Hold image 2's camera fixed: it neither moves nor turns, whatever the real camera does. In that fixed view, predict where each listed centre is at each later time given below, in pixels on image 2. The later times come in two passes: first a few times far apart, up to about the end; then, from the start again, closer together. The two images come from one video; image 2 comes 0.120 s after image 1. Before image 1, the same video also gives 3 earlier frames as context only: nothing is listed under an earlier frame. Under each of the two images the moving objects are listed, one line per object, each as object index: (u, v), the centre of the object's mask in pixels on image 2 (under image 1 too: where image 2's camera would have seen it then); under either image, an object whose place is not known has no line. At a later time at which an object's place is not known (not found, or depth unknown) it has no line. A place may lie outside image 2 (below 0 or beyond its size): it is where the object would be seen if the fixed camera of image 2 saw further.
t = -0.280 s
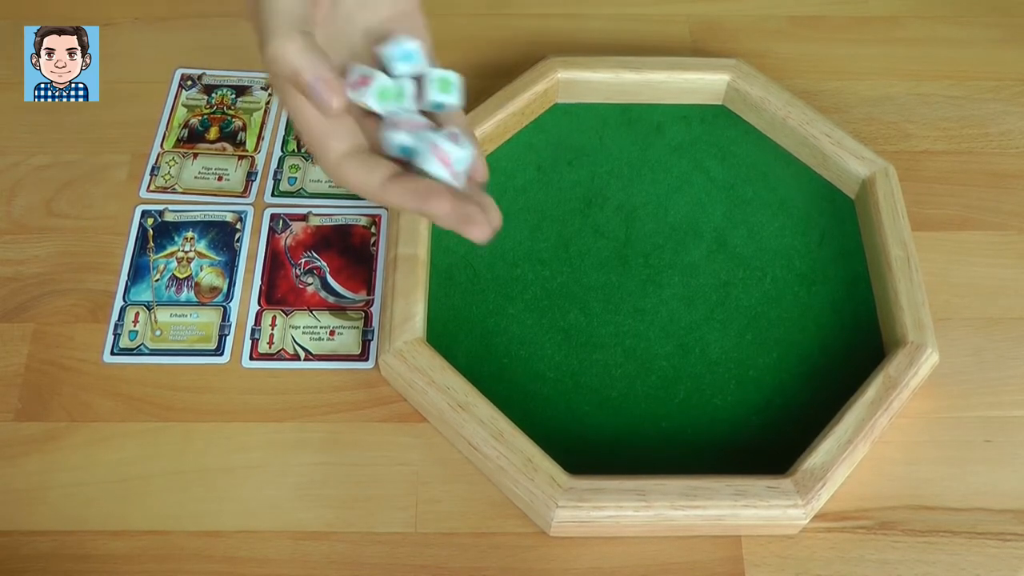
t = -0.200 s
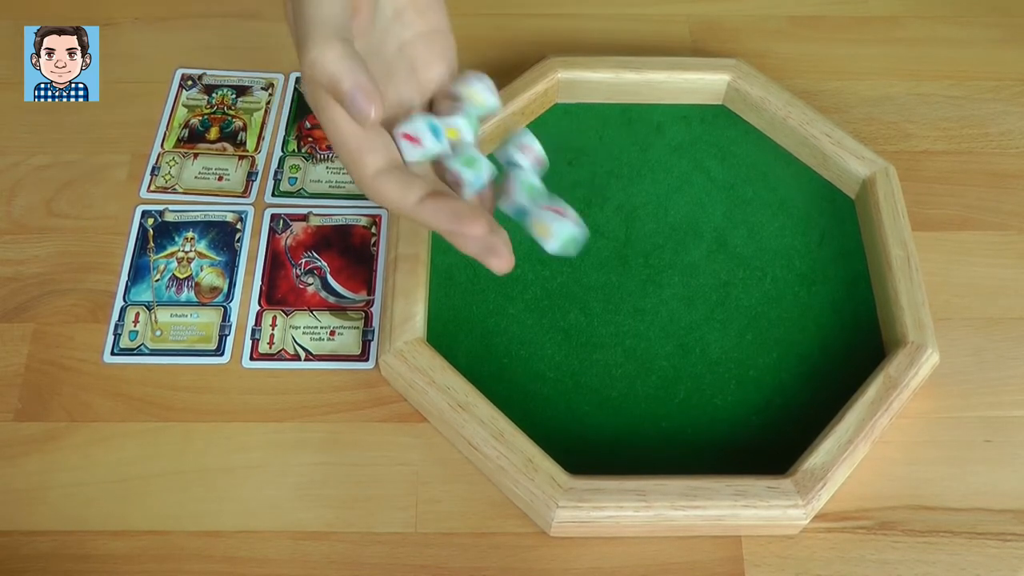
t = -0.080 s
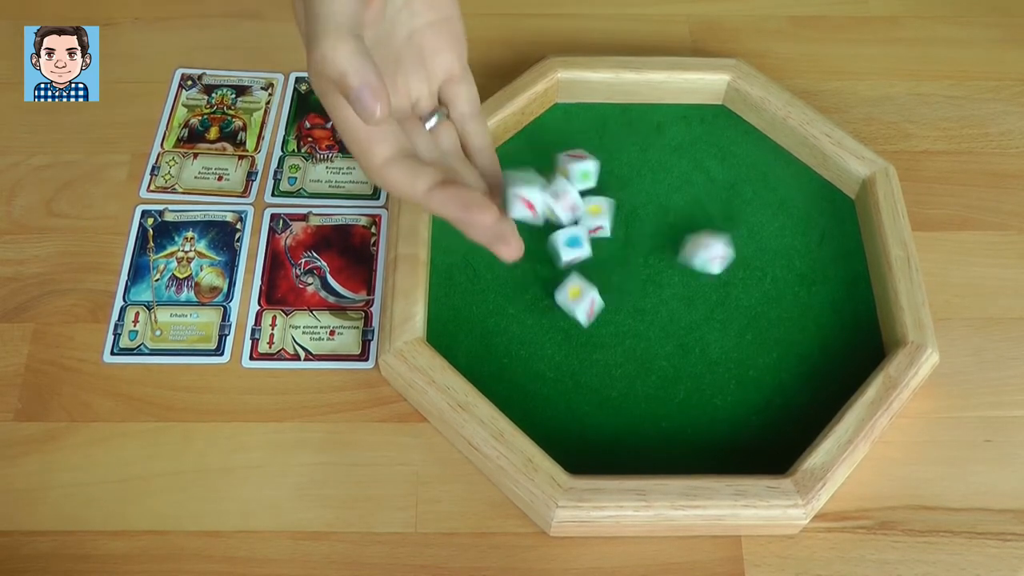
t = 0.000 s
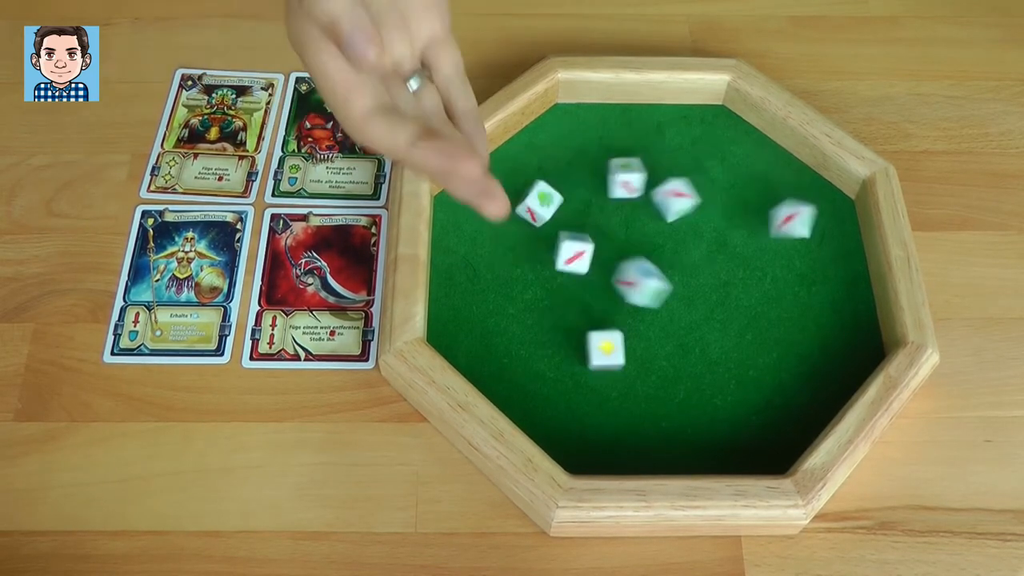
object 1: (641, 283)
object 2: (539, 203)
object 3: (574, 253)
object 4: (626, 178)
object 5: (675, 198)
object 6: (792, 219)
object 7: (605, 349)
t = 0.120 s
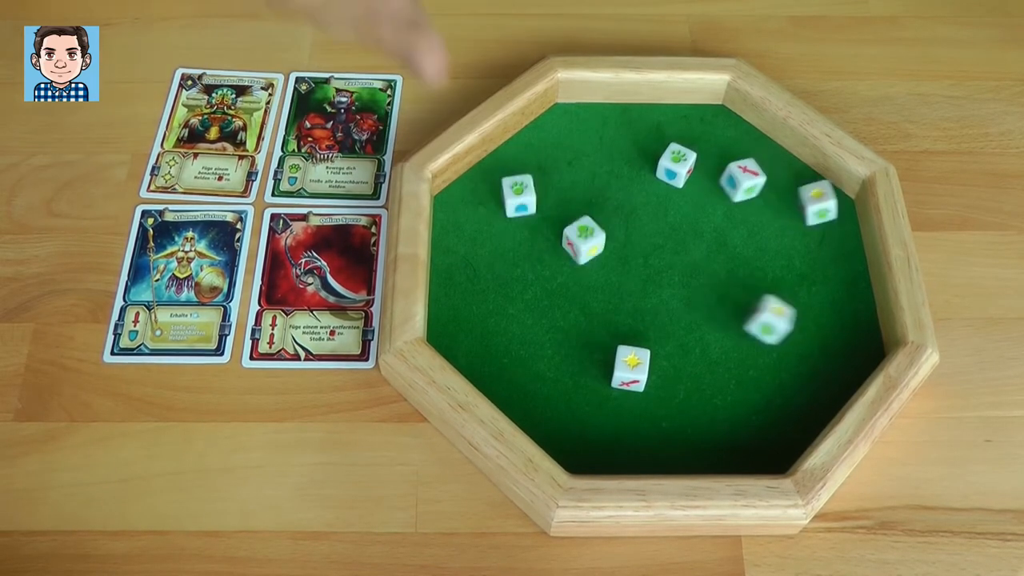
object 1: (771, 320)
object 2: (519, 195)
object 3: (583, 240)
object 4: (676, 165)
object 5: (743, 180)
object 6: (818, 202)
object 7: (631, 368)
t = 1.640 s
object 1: (837, 335)
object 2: (517, 188)
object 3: (586, 235)
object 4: (677, 164)
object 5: (752, 176)
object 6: (793, 204)
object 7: (631, 368)
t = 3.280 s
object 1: (837, 335)
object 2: (517, 188)
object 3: (586, 235)
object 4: (678, 164)
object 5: (753, 176)
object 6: (794, 204)
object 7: (631, 368)
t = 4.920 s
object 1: (837, 335)
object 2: (517, 189)
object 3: (586, 235)
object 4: (677, 164)
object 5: (752, 177)
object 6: (793, 204)
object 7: (631, 368)
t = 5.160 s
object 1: (837, 335)
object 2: (517, 189)
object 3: (586, 235)
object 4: (677, 164)
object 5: (752, 176)
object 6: (793, 204)
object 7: (631, 368)
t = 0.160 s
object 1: (799, 323)
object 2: (517, 190)
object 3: (585, 235)
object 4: (678, 164)
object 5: (751, 178)
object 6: (804, 206)
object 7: (631, 368)
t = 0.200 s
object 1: (819, 328)
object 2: (517, 189)
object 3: (586, 235)
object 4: (677, 165)
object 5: (752, 177)
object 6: (796, 206)
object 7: (631, 368)
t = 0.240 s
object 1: (832, 330)
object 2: (517, 188)
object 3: (586, 235)
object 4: (677, 164)
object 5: (752, 176)
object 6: (793, 204)
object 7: (631, 368)
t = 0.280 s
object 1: (837, 334)
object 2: (517, 188)
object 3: (586, 234)
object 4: (677, 164)
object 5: (752, 176)
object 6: (793, 204)
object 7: (631, 368)
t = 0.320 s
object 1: (837, 336)
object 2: (517, 188)
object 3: (586, 235)
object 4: (678, 164)
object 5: (753, 176)
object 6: (793, 204)
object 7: (631, 368)
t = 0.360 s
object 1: (837, 335)
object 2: (517, 189)
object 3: (586, 235)
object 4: (678, 164)
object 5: (752, 176)
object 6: (793, 204)
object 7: (631, 368)
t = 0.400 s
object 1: (837, 335)
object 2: (517, 189)
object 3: (586, 235)
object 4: (677, 165)
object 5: (752, 177)
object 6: (793, 204)
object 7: (631, 368)
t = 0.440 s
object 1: (837, 335)
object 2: (517, 188)
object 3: (586, 235)
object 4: (677, 164)
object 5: (752, 176)
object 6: (793, 204)
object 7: (631, 368)
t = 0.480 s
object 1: (837, 335)
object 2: (517, 188)
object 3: (586, 235)
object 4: (678, 164)
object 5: (753, 176)
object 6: (793, 204)
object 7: (631, 368)
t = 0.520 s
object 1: (837, 335)
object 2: (517, 188)
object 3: (586, 235)
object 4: (678, 164)
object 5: (753, 176)
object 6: (793, 204)
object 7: (631, 368)
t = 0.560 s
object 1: (837, 335)
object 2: (517, 189)
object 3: (586, 235)
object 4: (677, 164)
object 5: (752, 177)
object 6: (793, 204)
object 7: (631, 368)
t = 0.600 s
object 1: (837, 335)
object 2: (517, 188)
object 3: (586, 234)
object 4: (677, 164)
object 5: (752, 176)
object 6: (793, 204)
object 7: (631, 368)
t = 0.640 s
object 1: (837, 335)
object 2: (517, 188)
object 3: (586, 234)
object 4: (678, 164)
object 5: (752, 176)
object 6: (793, 204)
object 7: (631, 368)
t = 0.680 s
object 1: (837, 335)
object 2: (517, 188)
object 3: (586, 235)
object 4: (678, 164)
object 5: (753, 176)
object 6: (793, 204)
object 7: (631, 368)
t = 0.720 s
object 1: (837, 335)
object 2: (517, 189)
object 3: (586, 235)
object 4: (677, 164)
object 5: (752, 177)
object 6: (793, 204)
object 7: (631, 368)
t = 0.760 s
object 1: (837, 335)
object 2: (517, 188)
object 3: (586, 235)
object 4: (677, 164)
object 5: (752, 177)
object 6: (793, 204)
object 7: (631, 368)
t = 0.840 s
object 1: (837, 335)
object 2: (517, 188)
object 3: (586, 235)
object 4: (678, 164)
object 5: (753, 176)
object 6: (793, 204)
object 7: (631, 368)
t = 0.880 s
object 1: (837, 335)
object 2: (517, 188)
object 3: (586, 235)
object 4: (678, 164)
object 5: (752, 176)
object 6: (793, 204)
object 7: (630, 368)
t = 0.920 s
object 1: (837, 335)
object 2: (517, 189)
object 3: (586, 235)
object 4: (677, 164)
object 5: (752, 177)
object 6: (793, 204)
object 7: (631, 368)
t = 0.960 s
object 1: (837, 335)
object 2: (517, 188)
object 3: (586, 235)
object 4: (677, 164)
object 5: (752, 176)
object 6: (793, 204)
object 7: (630, 368)
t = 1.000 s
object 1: (837, 335)
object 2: (517, 188)
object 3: (586, 235)
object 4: (678, 164)
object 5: (753, 176)
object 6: (793, 204)
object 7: (631, 368)
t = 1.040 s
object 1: (837, 335)
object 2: (517, 188)
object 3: (586, 235)
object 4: (678, 164)
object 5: (753, 176)
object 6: (793, 204)
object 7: (631, 368)
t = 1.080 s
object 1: (837, 335)
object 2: (517, 189)
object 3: (586, 235)
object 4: (677, 164)
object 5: (752, 177)
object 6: (793, 204)
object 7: (631, 368)
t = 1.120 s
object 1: (837, 335)
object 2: (517, 188)
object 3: (586, 235)
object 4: (677, 164)
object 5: (752, 177)
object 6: (793, 204)
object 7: (631, 368)
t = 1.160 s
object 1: (837, 335)
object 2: (517, 188)
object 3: (586, 234)
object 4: (677, 164)
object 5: (752, 176)
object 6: (793, 204)
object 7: (631, 368)
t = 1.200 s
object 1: (837, 335)
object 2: (517, 188)
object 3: (586, 235)
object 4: (678, 164)
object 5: (753, 176)
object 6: (793, 204)
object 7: (631, 368)
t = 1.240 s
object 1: (837, 335)
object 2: (517, 189)
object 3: (586, 235)
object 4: (677, 164)
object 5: (752, 176)
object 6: (793, 204)
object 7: (630, 368)
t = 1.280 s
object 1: (837, 335)
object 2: (517, 189)
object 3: (586, 235)
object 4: (677, 164)
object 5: (752, 177)
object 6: (793, 204)
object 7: (631, 368)
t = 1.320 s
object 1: (837, 335)
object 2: (517, 188)
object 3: (586, 235)
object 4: (677, 164)
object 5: (752, 176)
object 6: (793, 204)
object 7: (630, 368)
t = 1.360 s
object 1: (837, 335)
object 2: (517, 188)
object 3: (586, 234)
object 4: (678, 164)
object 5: (752, 176)
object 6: (793, 204)
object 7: (631, 368)
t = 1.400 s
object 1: (837, 335)
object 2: (517, 189)
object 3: (586, 235)
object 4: (678, 164)
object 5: (752, 176)
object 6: (793, 204)
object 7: (631, 368)
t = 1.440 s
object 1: (837, 336)
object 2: (517, 189)
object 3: (586, 235)
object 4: (677, 164)
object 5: (752, 177)
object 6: (793, 204)
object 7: (631, 368)
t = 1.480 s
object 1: (837, 335)
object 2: (517, 188)
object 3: (586, 235)
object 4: (677, 164)
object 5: (752, 176)
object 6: (793, 204)
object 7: (631, 368)
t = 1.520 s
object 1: (837, 335)
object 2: (517, 188)
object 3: (586, 235)
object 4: (677, 164)
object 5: (752, 176)
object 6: (793, 204)
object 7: (631, 368)
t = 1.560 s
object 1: (837, 335)
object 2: (517, 188)
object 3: (586, 235)
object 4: (678, 164)
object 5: (753, 176)
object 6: (793, 204)
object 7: (631, 368)
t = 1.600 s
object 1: (837, 335)
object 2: (517, 189)
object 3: (586, 235)
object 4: (677, 164)
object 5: (752, 177)
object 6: (793, 204)
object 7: (631, 368)
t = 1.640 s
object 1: (837, 335)
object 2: (517, 188)
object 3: (586, 235)
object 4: (677, 164)
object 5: (752, 176)
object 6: (793, 204)
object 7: (631, 368)
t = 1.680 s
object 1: (837, 335)
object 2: (517, 188)
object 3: (586, 235)
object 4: (677, 164)
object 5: (752, 176)
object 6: (793, 204)
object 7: (631, 368)
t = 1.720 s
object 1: (837, 335)
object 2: (517, 188)
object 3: (586, 235)
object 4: (678, 164)
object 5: (753, 176)
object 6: (794, 204)
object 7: (631, 368)
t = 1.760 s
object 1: (837, 335)
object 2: (517, 189)
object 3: (586, 235)
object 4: (678, 164)
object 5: (752, 177)
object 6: (793, 204)
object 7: (630, 368)
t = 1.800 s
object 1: (837, 335)
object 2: (517, 189)
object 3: (586, 235)
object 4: (677, 164)
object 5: (752, 177)
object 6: (793, 204)
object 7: (631, 368)
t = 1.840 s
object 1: (837, 335)
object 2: (517, 189)
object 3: (586, 235)
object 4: (677, 164)
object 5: (752, 176)
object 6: (793, 204)
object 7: (631, 368)
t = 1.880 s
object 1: (837, 335)
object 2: (517, 188)
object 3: (586, 235)
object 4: (678, 164)
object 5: (753, 176)
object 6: (794, 204)
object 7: (631, 368)
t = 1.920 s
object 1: (837, 335)
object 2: (517, 189)
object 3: (586, 235)
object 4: (678, 164)
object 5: (753, 176)
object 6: (794, 204)
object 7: (631, 368)
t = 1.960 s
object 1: (837, 335)
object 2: (517, 189)
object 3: (586, 235)
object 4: (677, 164)
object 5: (752, 177)
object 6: (793, 204)
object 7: (631, 368)
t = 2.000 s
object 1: (837, 335)
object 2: (517, 188)
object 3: (586, 235)
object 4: (677, 164)
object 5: (752, 177)
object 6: (793, 204)
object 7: (630, 368)
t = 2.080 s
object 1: (837, 335)
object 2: (517, 189)
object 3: (586, 235)
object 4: (678, 164)
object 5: (753, 176)
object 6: (794, 204)
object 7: (631, 368)
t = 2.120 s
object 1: (837, 335)
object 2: (517, 189)
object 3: (586, 235)
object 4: (677, 164)
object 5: (752, 177)
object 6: (793, 204)
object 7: (631, 368)
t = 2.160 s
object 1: (837, 335)
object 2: (517, 189)
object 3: (586, 235)
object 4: (677, 164)
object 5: (752, 177)
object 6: (793, 204)
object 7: (631, 368)
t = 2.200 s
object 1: (837, 335)
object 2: (517, 188)
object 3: (586, 235)
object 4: (677, 164)
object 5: (752, 176)
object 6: (793, 204)
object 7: (631, 368)
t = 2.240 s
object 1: (837, 335)
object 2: (517, 188)
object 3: (586, 235)
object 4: (678, 164)
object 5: (753, 176)
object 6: (794, 204)
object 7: (631, 368)
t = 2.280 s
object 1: (837, 336)
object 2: (517, 189)
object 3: (586, 235)
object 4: (678, 164)
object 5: (753, 177)
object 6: (793, 204)
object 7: (631, 368)
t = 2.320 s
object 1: (837, 335)
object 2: (517, 189)
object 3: (586, 235)
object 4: (677, 164)
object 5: (752, 177)
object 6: (793, 204)
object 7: (631, 368)
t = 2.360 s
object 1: (837, 335)
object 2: (517, 188)
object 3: (586, 235)
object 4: (677, 164)
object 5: (752, 176)
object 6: (793, 204)
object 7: (631, 368)
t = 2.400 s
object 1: (837, 335)
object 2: (517, 188)
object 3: (586, 235)
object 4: (678, 164)
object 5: (753, 176)
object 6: (793, 204)
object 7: (631, 368)
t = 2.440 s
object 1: (837, 335)
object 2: (517, 188)
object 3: (586, 235)
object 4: (678, 164)
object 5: (753, 176)
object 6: (794, 204)
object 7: (631, 368)
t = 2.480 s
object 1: (837, 335)
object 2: (517, 189)
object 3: (586, 235)
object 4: (677, 164)
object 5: (752, 177)
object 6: (793, 204)
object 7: (631, 368)
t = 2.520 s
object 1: (837, 335)
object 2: (517, 188)
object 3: (586, 235)
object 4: (677, 164)
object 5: (752, 177)
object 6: (793, 204)
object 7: (631, 368)
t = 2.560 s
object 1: (837, 335)
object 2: (517, 188)
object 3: (586, 234)
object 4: (678, 164)
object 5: (753, 176)
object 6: (793, 204)
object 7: (631, 368)
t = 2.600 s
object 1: (837, 335)
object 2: (517, 188)
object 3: (586, 235)
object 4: (678, 164)
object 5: (753, 176)
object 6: (794, 204)
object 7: (631, 368)
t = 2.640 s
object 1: (837, 335)
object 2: (517, 189)
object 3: (586, 235)
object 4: (677, 165)
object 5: (752, 177)
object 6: (793, 204)
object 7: (631, 368)
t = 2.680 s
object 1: (837, 335)
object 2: (517, 189)
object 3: (586, 235)
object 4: (677, 164)
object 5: (752, 177)
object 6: (793, 204)
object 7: (631, 368)
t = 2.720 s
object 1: (837, 335)
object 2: (517, 189)
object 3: (586, 235)
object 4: (677, 164)
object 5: (752, 176)
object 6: (793, 204)
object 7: (631, 368)
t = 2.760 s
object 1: (837, 335)
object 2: (517, 188)
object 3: (586, 235)
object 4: (678, 164)
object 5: (753, 176)
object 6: (793, 204)
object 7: (631, 368)
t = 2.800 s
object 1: (837, 335)
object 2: (517, 188)
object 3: (586, 235)
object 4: (678, 164)
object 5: (753, 176)
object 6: (793, 204)
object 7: (631, 368)
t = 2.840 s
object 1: (837, 335)
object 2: (517, 189)
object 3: (586, 235)
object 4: (677, 164)
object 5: (752, 177)
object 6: (793, 204)
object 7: (631, 368)
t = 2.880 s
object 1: (837, 335)
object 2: (517, 188)
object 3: (586, 235)
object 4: (677, 164)
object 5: (752, 176)
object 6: (793, 204)
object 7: (631, 368)
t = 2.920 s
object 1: (837, 335)
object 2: (517, 188)
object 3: (586, 235)
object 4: (678, 164)
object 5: (753, 176)
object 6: (793, 204)
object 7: (631, 368)
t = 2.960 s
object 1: (837, 335)
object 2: (517, 189)
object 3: (586, 235)
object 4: (678, 164)
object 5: (753, 176)
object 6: (794, 204)
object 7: (631, 368)
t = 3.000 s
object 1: (837, 336)
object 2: (517, 189)
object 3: (586, 235)
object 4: (677, 165)
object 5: (752, 177)
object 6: (793, 204)
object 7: (631, 368)
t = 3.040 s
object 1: (837, 335)
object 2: (517, 189)
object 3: (586, 235)
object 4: (677, 164)
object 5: (752, 177)
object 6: (793, 204)
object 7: (631, 368)
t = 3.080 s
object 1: (837, 335)
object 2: (517, 188)
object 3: (586, 235)
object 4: (677, 164)
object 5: (753, 176)
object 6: (793, 204)
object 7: (631, 368)
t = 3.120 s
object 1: (837, 335)
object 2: (517, 188)
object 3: (586, 235)
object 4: (678, 164)
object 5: (753, 176)
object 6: (793, 204)
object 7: (631, 368)
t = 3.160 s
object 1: (837, 336)
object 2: (517, 189)
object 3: (586, 235)
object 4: (677, 164)
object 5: (752, 177)
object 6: (793, 204)
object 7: (631, 368)
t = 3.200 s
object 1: (837, 335)
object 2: (517, 189)
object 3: (586, 235)
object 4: (677, 164)
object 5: (752, 177)
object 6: (793, 204)
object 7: (631, 368)
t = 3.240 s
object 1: (837, 335)
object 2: (517, 188)
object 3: (586, 235)
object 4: (677, 164)
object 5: (752, 176)
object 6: (793, 204)
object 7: (631, 368)
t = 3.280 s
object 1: (837, 335)
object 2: (517, 188)
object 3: (586, 235)
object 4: (678, 164)
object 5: (753, 176)
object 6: (794, 204)
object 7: (631, 368)
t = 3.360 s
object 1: (837, 335)
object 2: (517, 189)
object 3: (586, 235)
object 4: (677, 164)
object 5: (752, 177)
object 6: (793, 204)
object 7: (631, 368)
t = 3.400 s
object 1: (837, 335)
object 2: (517, 188)
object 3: (586, 235)
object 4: (677, 164)
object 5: (752, 176)
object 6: (793, 204)
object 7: (631, 368)
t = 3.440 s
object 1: (837, 335)
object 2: (517, 188)
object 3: (586, 235)
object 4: (678, 164)
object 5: (753, 176)
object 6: (793, 204)
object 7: (631, 368)
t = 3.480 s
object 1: (837, 335)
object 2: (517, 189)
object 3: (586, 235)
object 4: (678, 164)
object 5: (753, 176)
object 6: (793, 204)
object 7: (631, 368)
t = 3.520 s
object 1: (837, 336)
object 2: (517, 189)
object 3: (586, 235)
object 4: (677, 164)
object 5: (752, 177)
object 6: (793, 204)
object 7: (631, 368)
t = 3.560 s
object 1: (837, 335)
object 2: (517, 189)
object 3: (586, 235)
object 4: (678, 164)
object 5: (752, 176)
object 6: (793, 204)
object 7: (631, 368)
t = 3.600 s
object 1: (837, 335)
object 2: (517, 188)
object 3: (586, 235)
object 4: (678, 164)
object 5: (752, 176)
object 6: (793, 204)
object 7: (631, 368)
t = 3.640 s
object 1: (837, 335)
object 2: (517, 189)
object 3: (586, 235)
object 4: (678, 164)
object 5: (753, 176)
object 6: (794, 204)
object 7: (631, 368)
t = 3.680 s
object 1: (837, 335)
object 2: (517, 189)
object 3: (586, 235)
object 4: (678, 164)
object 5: (752, 177)
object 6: (793, 204)
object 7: (631, 368)
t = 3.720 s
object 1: (837, 335)
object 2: (517, 189)
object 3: (586, 235)
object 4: (677, 164)
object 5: (752, 177)
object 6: (793, 204)
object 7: (631, 368)
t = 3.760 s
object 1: (837, 335)
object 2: (517, 188)
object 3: (586, 235)
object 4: (677, 164)
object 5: (752, 176)
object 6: (793, 204)
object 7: (631, 368)
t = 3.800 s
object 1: (837, 335)
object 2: (517, 188)
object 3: (586, 235)
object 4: (678, 164)
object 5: (753, 176)
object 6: (794, 204)
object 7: (631, 368)
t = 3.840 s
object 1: (837, 335)
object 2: (517, 189)
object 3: (586, 235)
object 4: (678, 164)
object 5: (753, 176)
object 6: (793, 204)
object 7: (631, 368)
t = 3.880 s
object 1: (837, 335)
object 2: (517, 189)
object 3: (586, 235)
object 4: (677, 164)
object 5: (752, 177)
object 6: (793, 204)
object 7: (631, 368)
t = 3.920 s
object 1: (837, 335)
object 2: (517, 188)
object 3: (586, 235)
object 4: (677, 164)
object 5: (752, 176)
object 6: (793, 204)
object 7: (631, 368)
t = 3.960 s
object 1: (837, 335)
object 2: (517, 188)
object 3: (586, 235)
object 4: (678, 164)
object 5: (752, 176)
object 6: (793, 204)
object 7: (631, 368)
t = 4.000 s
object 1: (837, 335)
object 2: (517, 189)
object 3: (586, 235)
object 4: (678, 164)
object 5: (753, 176)
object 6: (793, 204)
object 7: (631, 368)
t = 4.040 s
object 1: (837, 336)
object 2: (517, 189)
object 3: (586, 235)
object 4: (677, 164)
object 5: (752, 177)
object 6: (793, 204)
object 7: (631, 368)
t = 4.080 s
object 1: (837, 335)
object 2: (517, 189)
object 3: (586, 235)
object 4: (677, 164)
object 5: (752, 177)
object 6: (793, 204)
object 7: (630, 368)
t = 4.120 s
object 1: (837, 335)
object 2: (517, 188)
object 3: (586, 235)
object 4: (677, 164)
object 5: (752, 176)
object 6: (793, 204)
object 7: (631, 368)
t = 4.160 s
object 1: (837, 335)
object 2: (517, 188)
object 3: (586, 235)
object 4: (678, 164)
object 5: (752, 176)
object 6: (794, 204)
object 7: (631, 368)
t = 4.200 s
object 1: (837, 335)
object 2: (517, 189)
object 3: (586, 235)
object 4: (677, 165)
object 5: (752, 177)
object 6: (793, 204)
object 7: (631, 369)
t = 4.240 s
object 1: (837, 336)
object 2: (517, 189)
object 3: (586, 235)
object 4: (677, 164)
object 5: (752, 177)
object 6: (793, 204)
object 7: (631, 368)
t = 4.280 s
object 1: (837, 335)
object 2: (517, 188)
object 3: (586, 235)
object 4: (677, 164)
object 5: (752, 176)
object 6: (793, 204)
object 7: (631, 368)
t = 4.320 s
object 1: (837, 335)
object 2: (517, 188)
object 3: (586, 235)
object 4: (678, 164)
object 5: (752, 176)
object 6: (793, 204)
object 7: (631, 368)
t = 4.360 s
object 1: (837, 335)
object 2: (517, 189)
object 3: (586, 235)
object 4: (677, 164)
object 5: (752, 177)
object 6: (793, 204)
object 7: (630, 368)
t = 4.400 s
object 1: (837, 335)
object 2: (517, 189)
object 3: (586, 235)
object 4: (677, 164)
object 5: (752, 177)
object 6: (793, 204)
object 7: (631, 368)
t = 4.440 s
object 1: (837, 335)
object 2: (517, 188)
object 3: (586, 235)
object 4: (677, 164)
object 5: (752, 177)
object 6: (793, 204)
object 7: (631, 368)
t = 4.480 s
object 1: (837, 335)
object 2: (517, 188)
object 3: (586, 235)
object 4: (677, 164)
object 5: (752, 176)
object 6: (793, 204)
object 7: (630, 368)
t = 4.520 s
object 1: (837, 335)
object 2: (517, 189)
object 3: (586, 235)
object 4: (678, 164)
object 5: (752, 176)
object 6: (793, 204)
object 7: (631, 368)
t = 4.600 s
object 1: (837, 336)
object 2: (517, 189)
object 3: (586, 235)
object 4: (677, 164)
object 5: (752, 177)
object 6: (793, 204)
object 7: (631, 368)
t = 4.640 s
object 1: (837, 335)
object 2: (517, 188)
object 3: (586, 235)
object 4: (677, 164)
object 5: (752, 176)
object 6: (793, 204)
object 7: (631, 368)
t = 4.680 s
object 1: (837, 335)
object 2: (517, 189)
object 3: (586, 235)
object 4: (678, 164)
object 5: (753, 176)
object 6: (793, 204)
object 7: (631, 368)
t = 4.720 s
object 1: (837, 335)
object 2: (517, 189)
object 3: (586, 235)
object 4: (677, 164)
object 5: (752, 177)
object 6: (793, 204)
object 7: (631, 368)
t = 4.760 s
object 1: (837, 336)
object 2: (517, 189)
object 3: (586, 235)
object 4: (677, 164)
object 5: (752, 177)
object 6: (793, 204)
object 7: (631, 368)
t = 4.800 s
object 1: (837, 335)
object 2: (517, 189)
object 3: (586, 235)
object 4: (677, 164)
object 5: (752, 176)
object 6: (793, 204)
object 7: (631, 368)
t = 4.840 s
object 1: (837, 335)
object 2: (517, 188)
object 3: (586, 235)
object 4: (678, 164)
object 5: (752, 176)
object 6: (793, 204)
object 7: (631, 368)
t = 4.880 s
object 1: (837, 335)
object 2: (517, 189)
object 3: (586, 235)
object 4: (677, 164)
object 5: (752, 176)
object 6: (793, 204)
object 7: (630, 368)
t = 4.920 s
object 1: (837, 335)
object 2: (517, 189)
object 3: (586, 235)
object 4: (677, 164)
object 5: (752, 177)
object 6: (793, 204)
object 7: (631, 368)
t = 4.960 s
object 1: (837, 335)
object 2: (517, 188)
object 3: (586, 235)
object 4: (677, 164)
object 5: (752, 176)
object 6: (793, 204)
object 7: (631, 368)
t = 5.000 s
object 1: (837, 335)
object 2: (517, 188)
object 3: (586, 235)
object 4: (677, 164)
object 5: (752, 176)
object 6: (793, 204)
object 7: (631, 368)
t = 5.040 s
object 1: (837, 335)
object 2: (517, 189)
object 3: (586, 235)
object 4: (678, 164)
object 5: (752, 176)
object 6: (793, 204)
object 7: (631, 368)
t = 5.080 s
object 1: (837, 336)
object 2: (517, 189)
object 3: (586, 235)
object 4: (677, 164)
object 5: (752, 177)
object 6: (793, 204)
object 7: (631, 368)
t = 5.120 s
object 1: (837, 335)
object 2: (517, 189)
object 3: (586, 235)
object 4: (677, 164)
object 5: (752, 177)
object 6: (793, 204)
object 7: (631, 368)
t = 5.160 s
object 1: (837, 335)
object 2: (517, 189)
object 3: (586, 235)
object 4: (677, 164)
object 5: (752, 176)
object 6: (793, 204)
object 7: (631, 368)
